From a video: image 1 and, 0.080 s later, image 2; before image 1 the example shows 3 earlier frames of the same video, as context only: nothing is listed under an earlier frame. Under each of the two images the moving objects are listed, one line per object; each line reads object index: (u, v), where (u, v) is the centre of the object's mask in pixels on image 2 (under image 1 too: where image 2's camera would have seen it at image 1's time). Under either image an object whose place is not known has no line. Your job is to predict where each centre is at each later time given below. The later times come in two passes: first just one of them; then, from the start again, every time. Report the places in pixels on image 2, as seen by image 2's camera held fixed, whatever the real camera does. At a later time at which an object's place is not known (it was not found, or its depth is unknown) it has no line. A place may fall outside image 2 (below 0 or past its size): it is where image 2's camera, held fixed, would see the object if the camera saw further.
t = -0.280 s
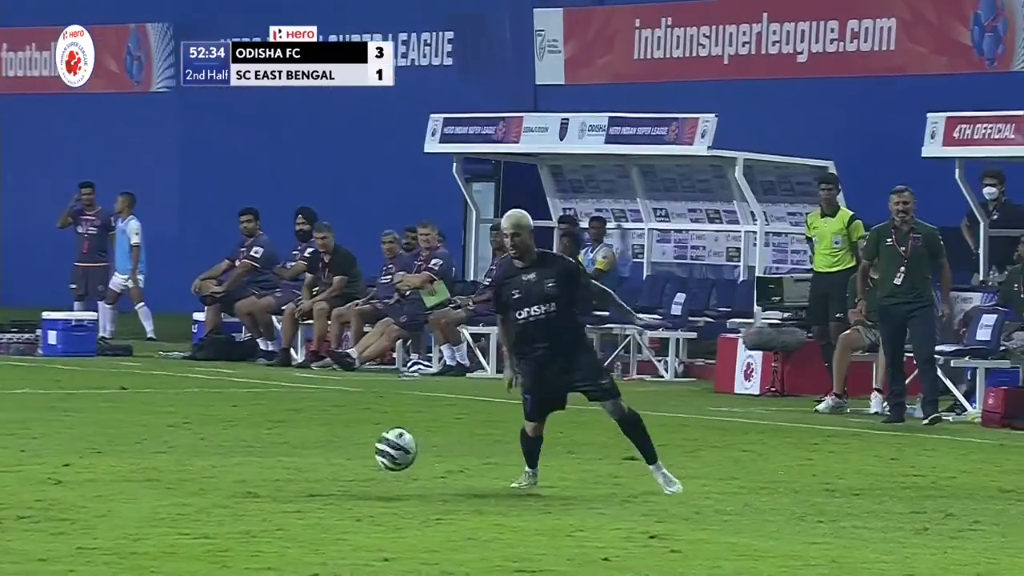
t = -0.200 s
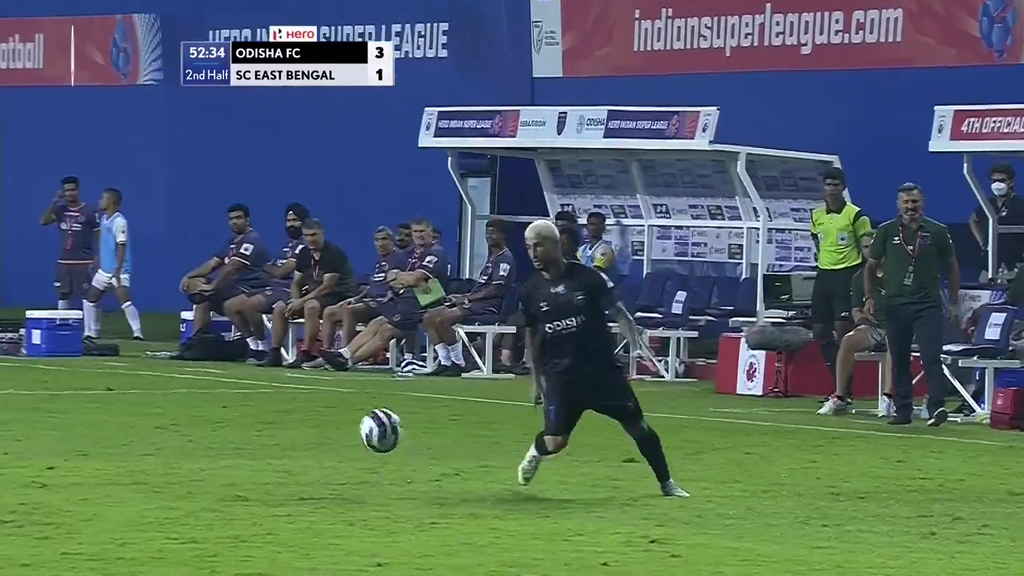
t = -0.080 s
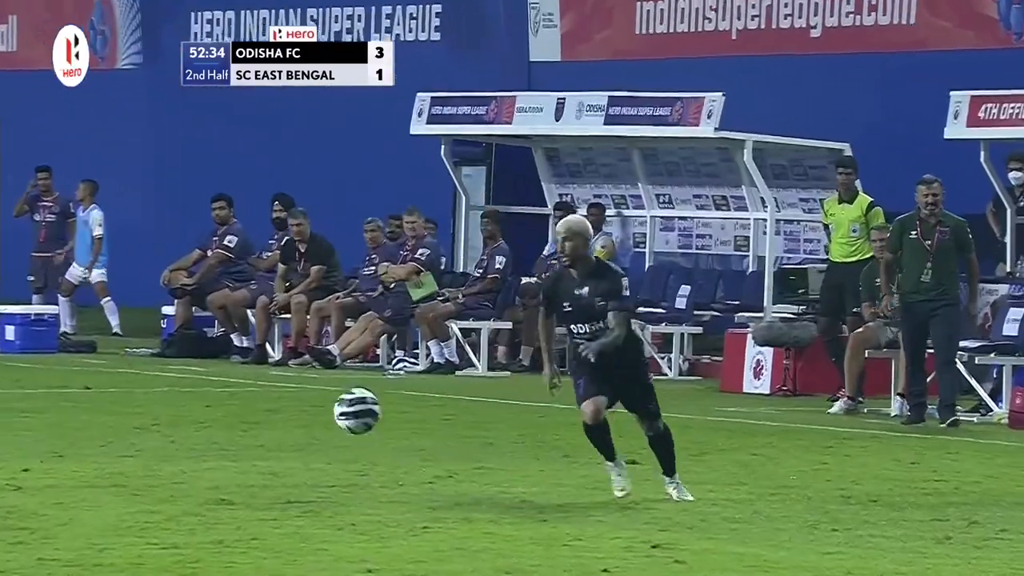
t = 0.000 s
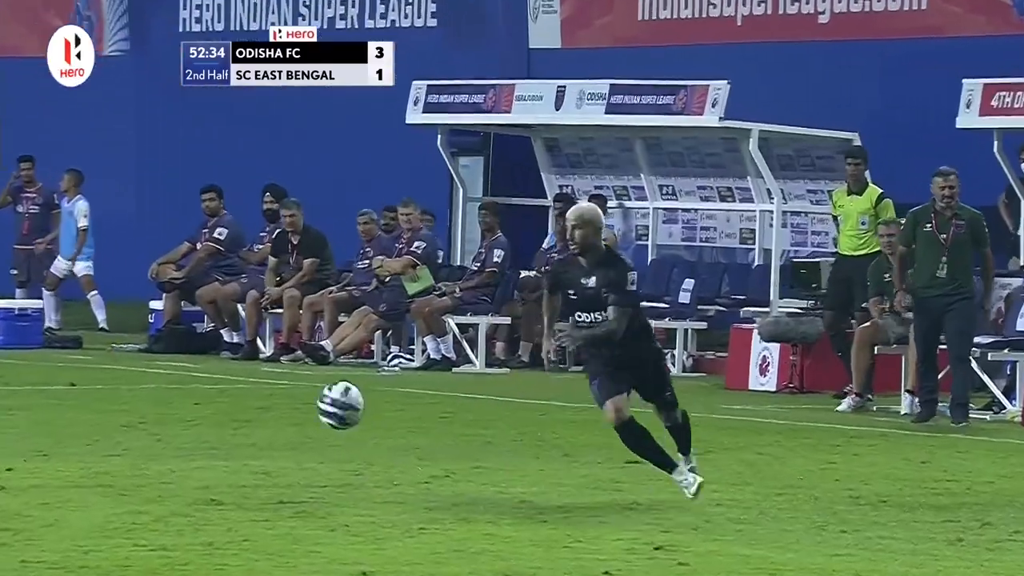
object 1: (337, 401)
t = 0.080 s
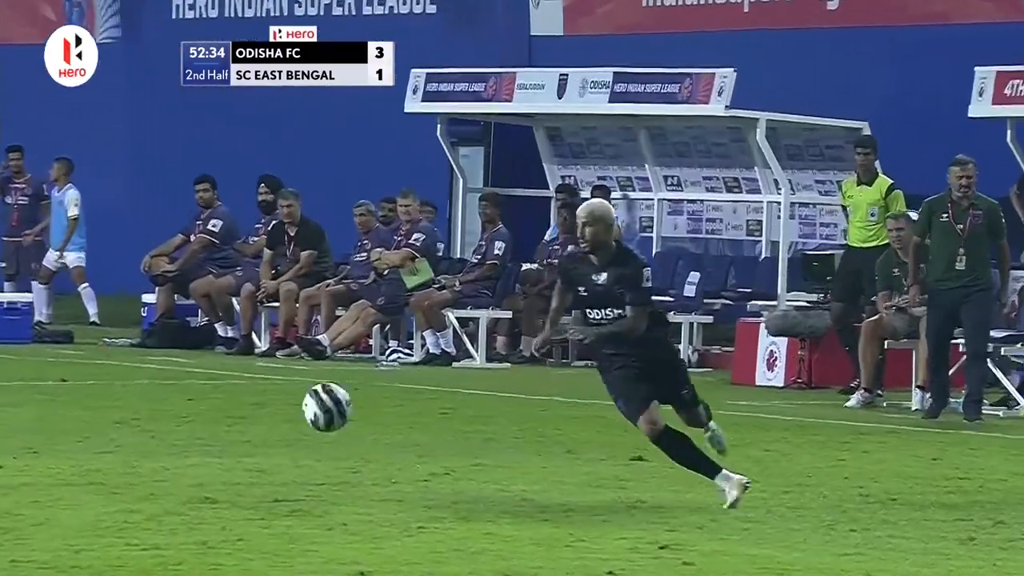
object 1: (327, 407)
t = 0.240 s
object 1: (305, 451)
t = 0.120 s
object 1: (320, 415)
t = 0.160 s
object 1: (315, 424)
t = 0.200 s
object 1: (310, 437)
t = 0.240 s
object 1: (305, 451)
